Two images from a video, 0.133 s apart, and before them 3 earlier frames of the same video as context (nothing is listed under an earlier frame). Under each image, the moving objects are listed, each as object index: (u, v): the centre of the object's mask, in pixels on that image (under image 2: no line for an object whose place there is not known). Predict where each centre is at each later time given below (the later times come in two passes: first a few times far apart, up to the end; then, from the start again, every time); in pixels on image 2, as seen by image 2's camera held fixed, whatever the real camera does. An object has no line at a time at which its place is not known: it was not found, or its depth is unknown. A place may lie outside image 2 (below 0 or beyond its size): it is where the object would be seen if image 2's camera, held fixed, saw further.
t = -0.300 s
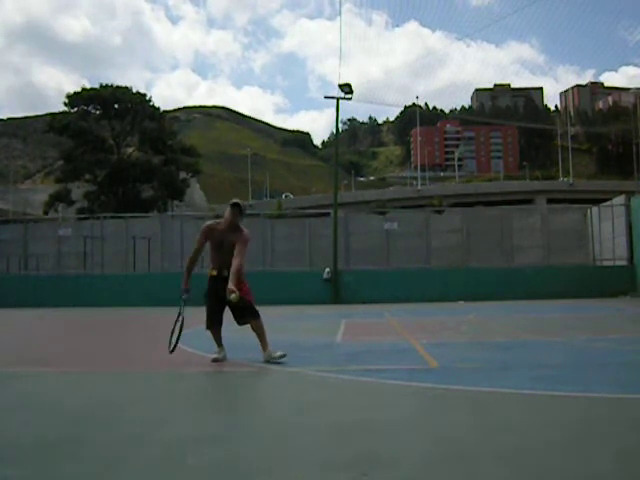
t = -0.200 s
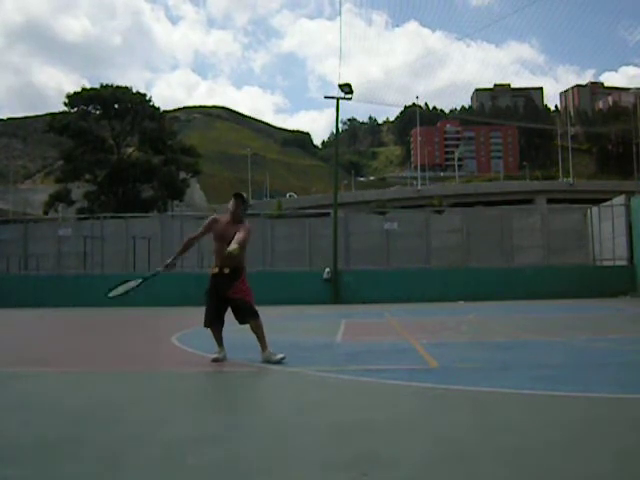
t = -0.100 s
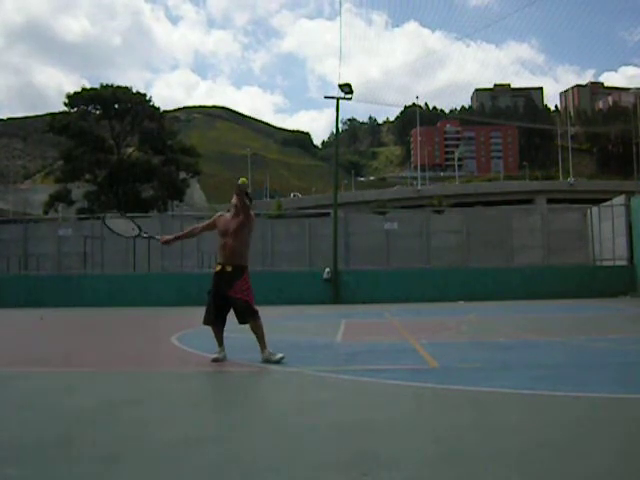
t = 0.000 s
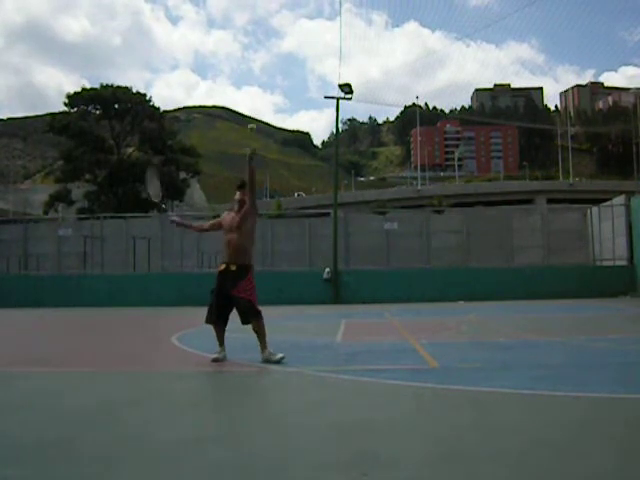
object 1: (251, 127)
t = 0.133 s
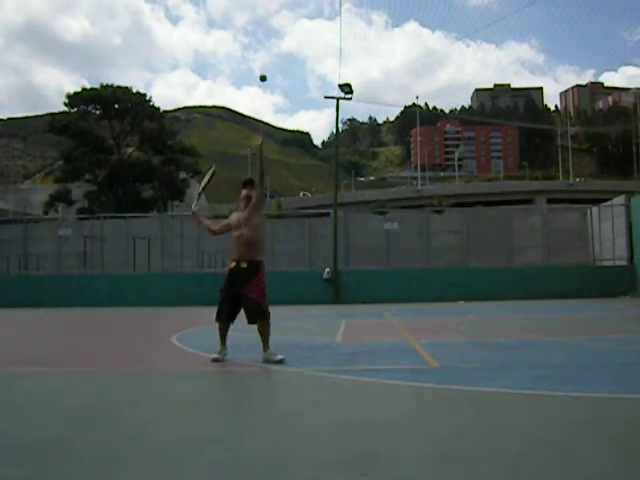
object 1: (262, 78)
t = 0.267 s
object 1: (273, 51)
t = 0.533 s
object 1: (294, 57)
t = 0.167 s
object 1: (265, 69)
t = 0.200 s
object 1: (268, 61)
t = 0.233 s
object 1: (271, 55)
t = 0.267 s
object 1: (273, 51)
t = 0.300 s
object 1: (276, 47)
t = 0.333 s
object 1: (278, 45)
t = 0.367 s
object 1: (281, 44)
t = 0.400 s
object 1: (284, 44)
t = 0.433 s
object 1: (286, 45)
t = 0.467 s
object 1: (289, 48)
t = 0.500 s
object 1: (291, 52)
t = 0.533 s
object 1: (294, 57)
